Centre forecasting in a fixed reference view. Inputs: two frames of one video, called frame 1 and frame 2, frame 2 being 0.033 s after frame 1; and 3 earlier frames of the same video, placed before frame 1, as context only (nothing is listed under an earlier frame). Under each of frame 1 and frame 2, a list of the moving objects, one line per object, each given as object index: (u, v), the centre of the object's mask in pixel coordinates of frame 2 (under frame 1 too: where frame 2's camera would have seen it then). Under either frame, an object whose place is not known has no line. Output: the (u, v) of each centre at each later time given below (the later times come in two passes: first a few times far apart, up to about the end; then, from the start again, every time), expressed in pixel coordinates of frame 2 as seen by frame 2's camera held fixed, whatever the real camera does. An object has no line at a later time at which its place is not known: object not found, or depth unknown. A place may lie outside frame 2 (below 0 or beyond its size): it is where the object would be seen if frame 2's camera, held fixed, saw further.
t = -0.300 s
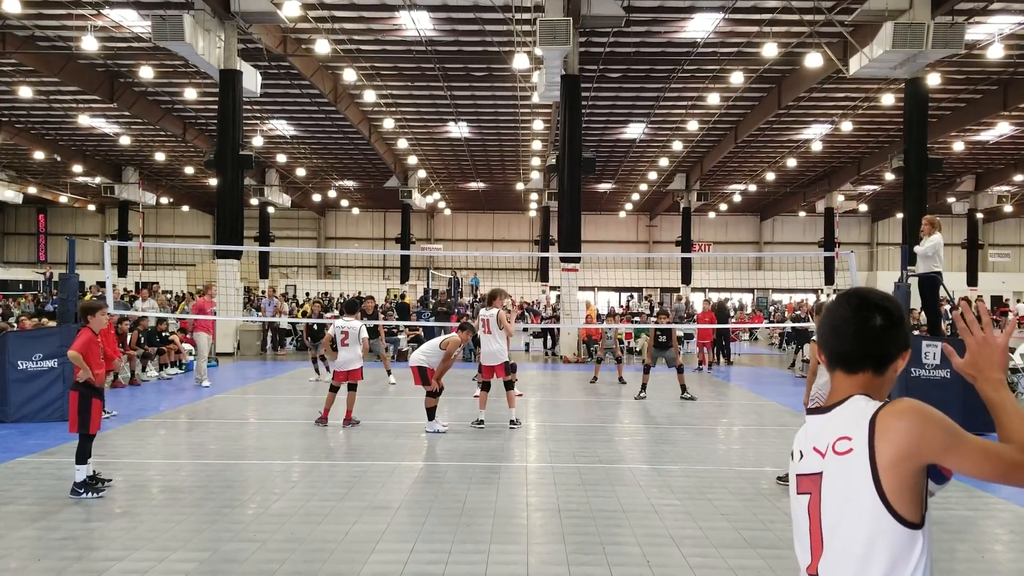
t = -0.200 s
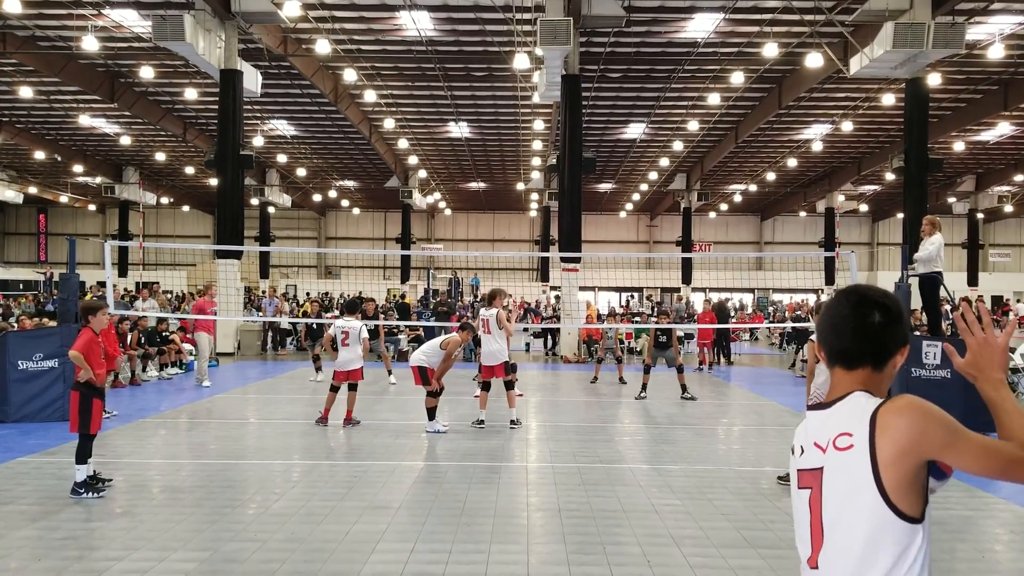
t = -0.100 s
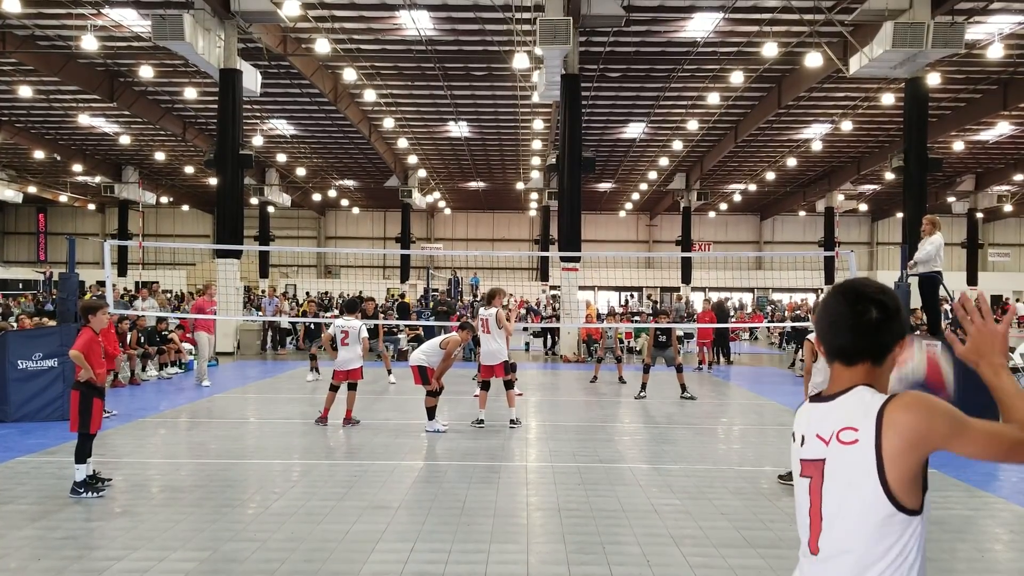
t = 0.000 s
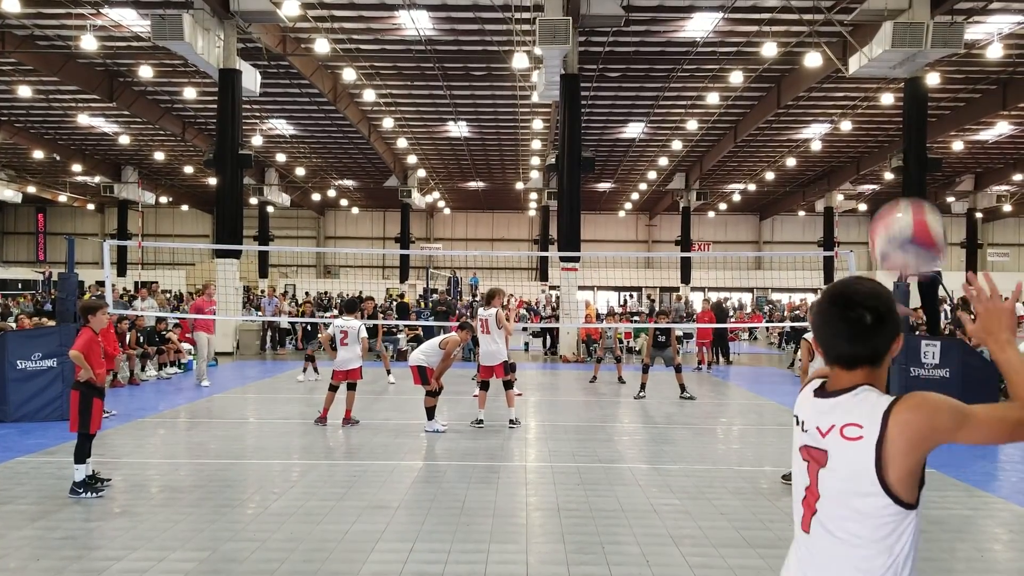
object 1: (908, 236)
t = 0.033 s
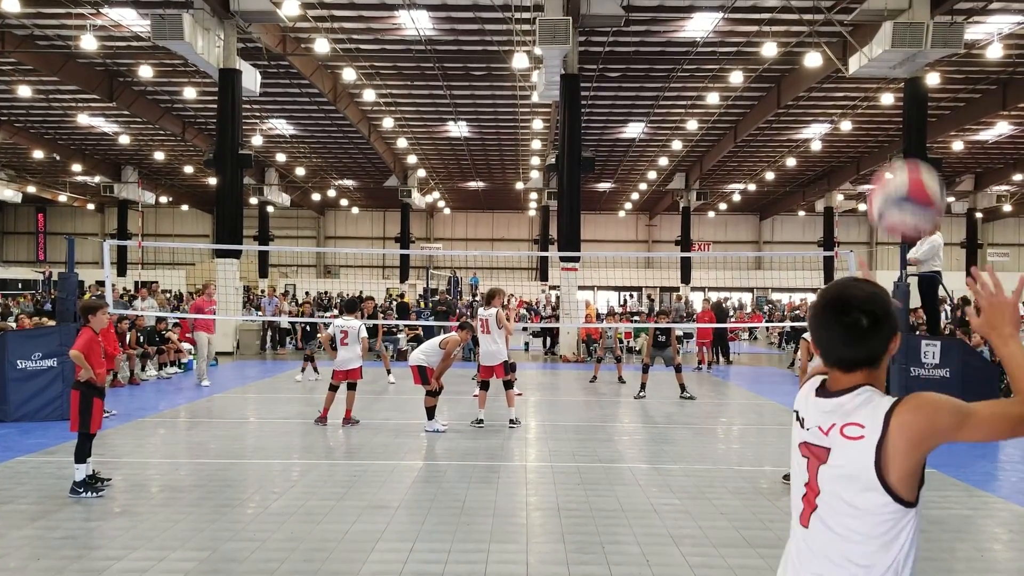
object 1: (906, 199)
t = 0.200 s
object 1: (894, 57)
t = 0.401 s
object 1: (877, 18)
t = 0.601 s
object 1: (862, 74)
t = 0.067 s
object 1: (905, 165)
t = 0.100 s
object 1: (902, 133)
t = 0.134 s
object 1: (900, 104)
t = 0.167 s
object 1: (897, 80)
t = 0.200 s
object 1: (894, 57)
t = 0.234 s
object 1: (891, 40)
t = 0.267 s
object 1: (889, 29)
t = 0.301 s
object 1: (885, 23)
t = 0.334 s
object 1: (883, 20)
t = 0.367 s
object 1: (880, 17)
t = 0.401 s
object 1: (877, 18)
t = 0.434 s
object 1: (875, 19)
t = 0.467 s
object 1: (873, 22)
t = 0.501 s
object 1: (870, 27)
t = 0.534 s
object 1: (868, 38)
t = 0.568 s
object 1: (866, 55)
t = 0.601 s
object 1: (862, 74)
